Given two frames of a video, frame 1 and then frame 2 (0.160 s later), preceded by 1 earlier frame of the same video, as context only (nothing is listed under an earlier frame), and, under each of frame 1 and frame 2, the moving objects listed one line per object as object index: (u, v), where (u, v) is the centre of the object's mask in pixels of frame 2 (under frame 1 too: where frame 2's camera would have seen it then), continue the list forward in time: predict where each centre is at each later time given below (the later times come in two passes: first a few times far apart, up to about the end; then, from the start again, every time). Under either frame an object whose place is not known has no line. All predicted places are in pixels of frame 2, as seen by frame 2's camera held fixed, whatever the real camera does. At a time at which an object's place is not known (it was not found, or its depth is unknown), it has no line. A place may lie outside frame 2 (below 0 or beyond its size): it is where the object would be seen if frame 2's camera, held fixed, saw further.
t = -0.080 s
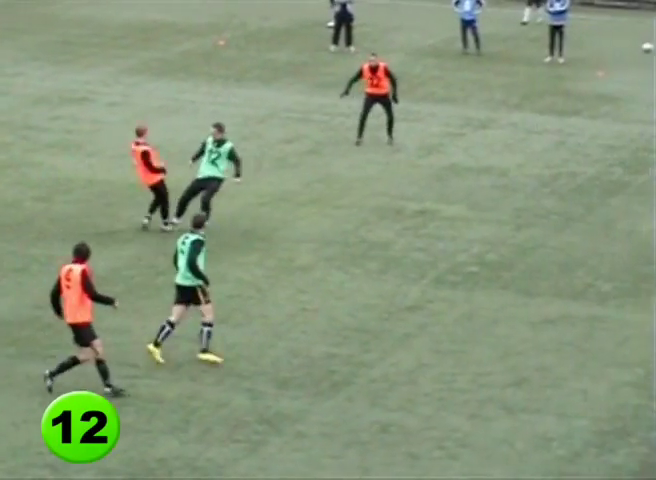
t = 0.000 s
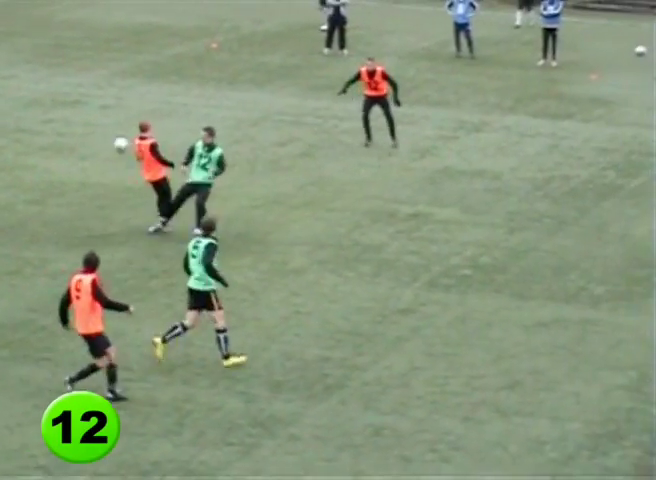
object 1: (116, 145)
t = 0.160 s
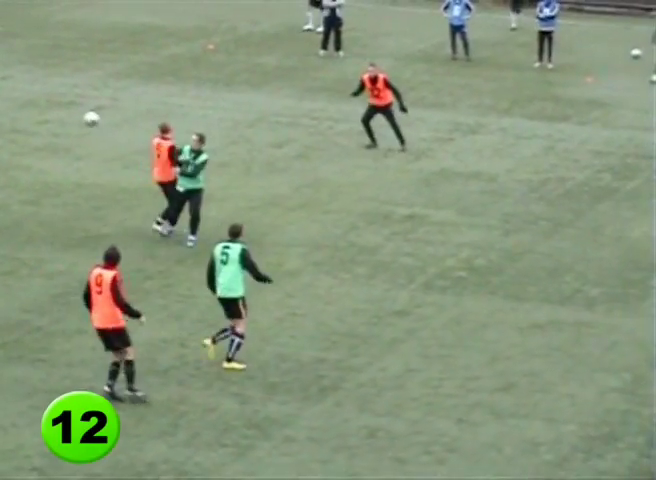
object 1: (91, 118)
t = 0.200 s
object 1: (84, 114)
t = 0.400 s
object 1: (52, 107)
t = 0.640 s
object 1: (8, 132)
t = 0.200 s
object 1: (84, 114)
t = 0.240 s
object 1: (78, 110)
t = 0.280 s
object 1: (72, 108)
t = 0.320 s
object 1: (64, 107)
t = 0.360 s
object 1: (58, 107)
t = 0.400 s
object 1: (52, 107)
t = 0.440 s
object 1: (44, 109)
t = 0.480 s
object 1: (37, 111)
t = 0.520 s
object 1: (31, 115)
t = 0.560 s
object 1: (24, 120)
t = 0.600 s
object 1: (16, 125)
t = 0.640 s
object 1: (8, 132)
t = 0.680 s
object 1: (1, 138)
